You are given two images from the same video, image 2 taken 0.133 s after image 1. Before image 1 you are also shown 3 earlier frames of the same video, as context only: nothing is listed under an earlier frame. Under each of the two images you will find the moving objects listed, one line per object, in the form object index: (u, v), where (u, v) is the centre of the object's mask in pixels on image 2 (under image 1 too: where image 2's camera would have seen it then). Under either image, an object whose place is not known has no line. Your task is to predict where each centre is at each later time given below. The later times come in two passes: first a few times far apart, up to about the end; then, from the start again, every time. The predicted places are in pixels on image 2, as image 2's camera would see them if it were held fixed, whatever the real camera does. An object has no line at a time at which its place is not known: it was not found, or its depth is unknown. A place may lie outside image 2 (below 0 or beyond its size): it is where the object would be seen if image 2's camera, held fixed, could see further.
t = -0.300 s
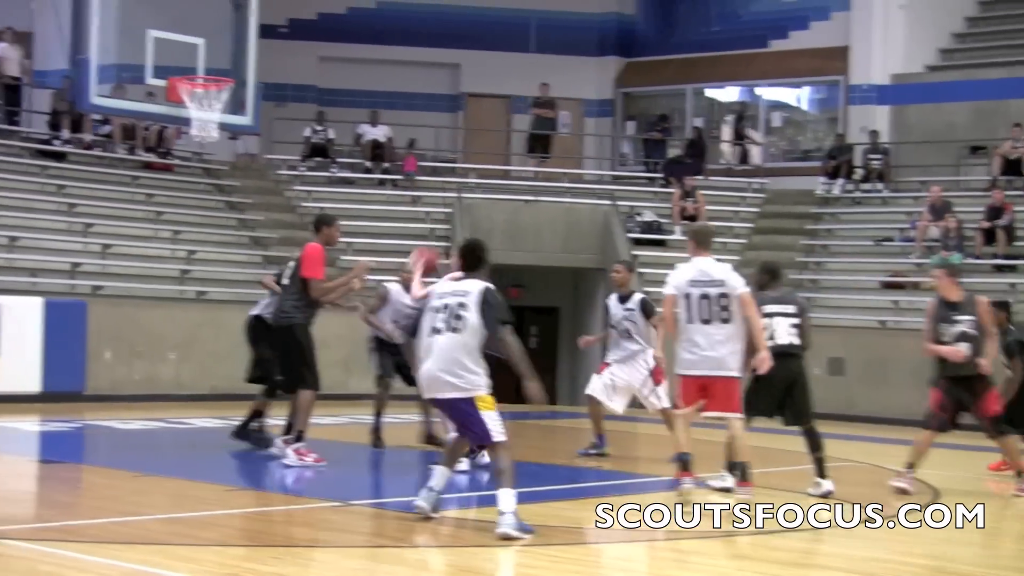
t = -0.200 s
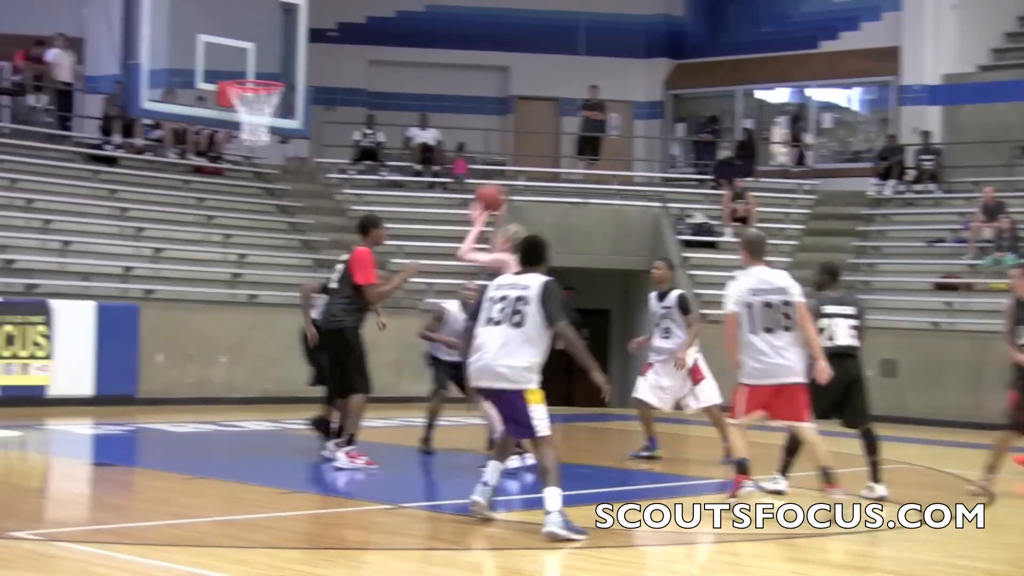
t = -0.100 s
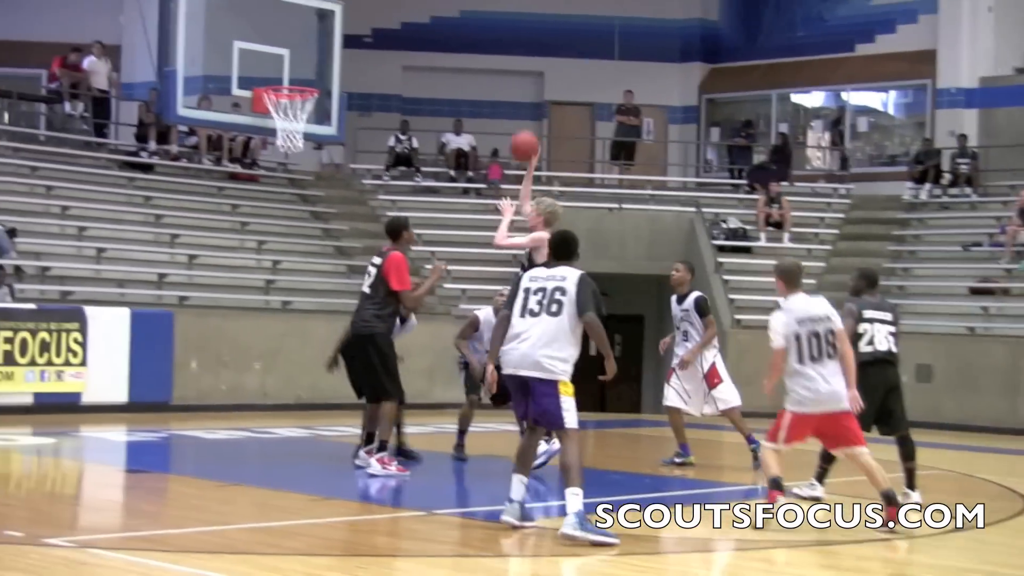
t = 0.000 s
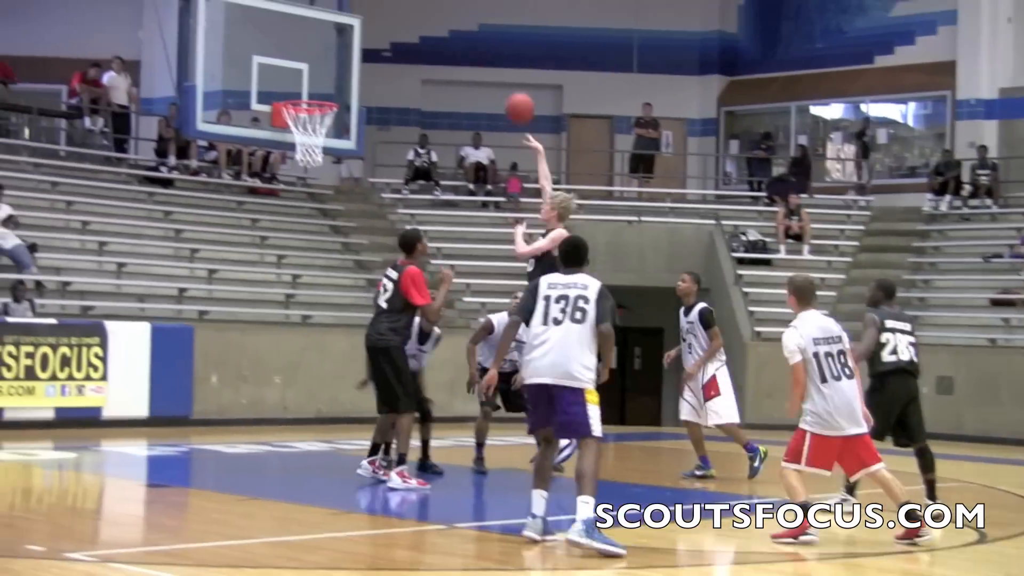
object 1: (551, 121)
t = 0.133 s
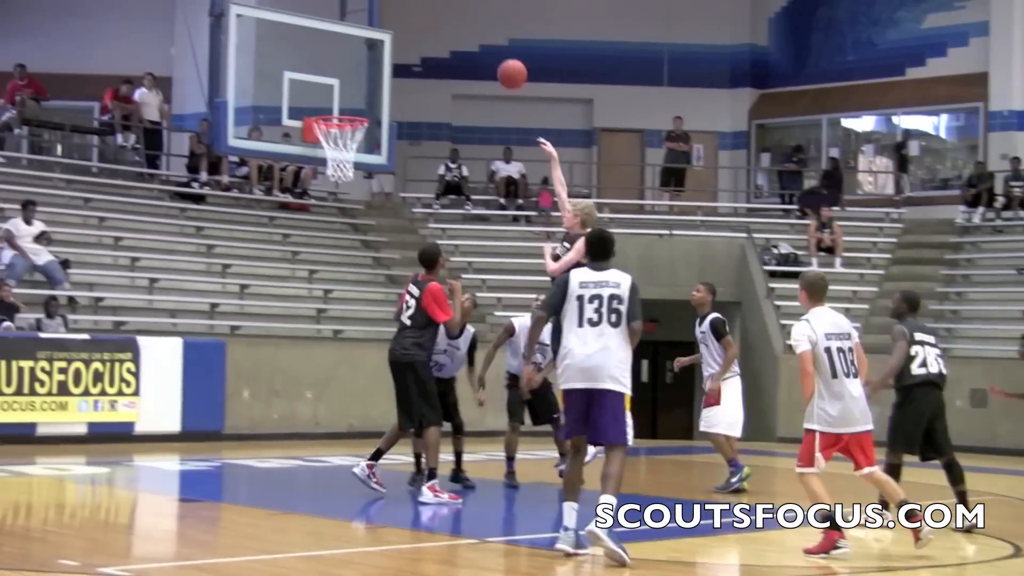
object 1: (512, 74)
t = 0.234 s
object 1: (485, 53)
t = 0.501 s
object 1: (411, 52)
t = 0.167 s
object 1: (503, 66)
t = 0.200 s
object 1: (494, 59)
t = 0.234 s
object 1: (485, 53)
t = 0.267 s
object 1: (476, 48)
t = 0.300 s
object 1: (467, 45)
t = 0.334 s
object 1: (457, 43)
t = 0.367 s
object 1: (448, 42)
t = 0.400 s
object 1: (439, 43)
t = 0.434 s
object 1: (430, 44)
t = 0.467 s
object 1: (420, 47)
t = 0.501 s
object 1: (411, 52)
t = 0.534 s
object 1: (402, 58)
